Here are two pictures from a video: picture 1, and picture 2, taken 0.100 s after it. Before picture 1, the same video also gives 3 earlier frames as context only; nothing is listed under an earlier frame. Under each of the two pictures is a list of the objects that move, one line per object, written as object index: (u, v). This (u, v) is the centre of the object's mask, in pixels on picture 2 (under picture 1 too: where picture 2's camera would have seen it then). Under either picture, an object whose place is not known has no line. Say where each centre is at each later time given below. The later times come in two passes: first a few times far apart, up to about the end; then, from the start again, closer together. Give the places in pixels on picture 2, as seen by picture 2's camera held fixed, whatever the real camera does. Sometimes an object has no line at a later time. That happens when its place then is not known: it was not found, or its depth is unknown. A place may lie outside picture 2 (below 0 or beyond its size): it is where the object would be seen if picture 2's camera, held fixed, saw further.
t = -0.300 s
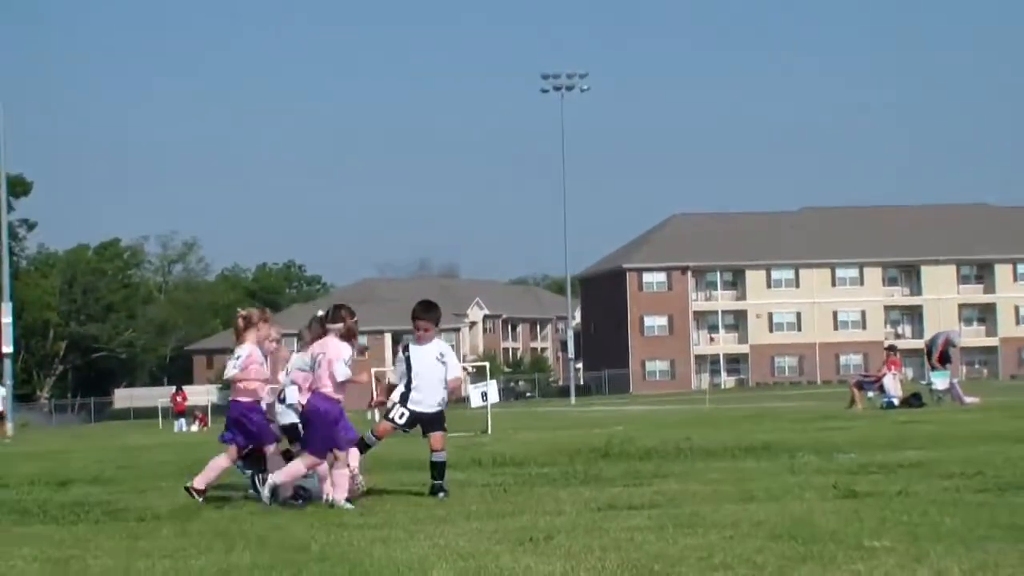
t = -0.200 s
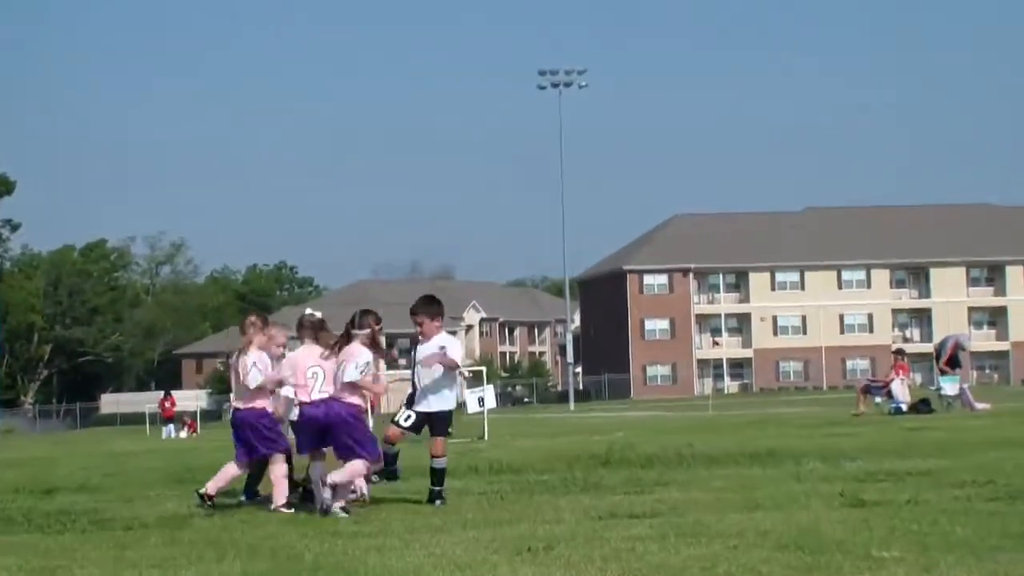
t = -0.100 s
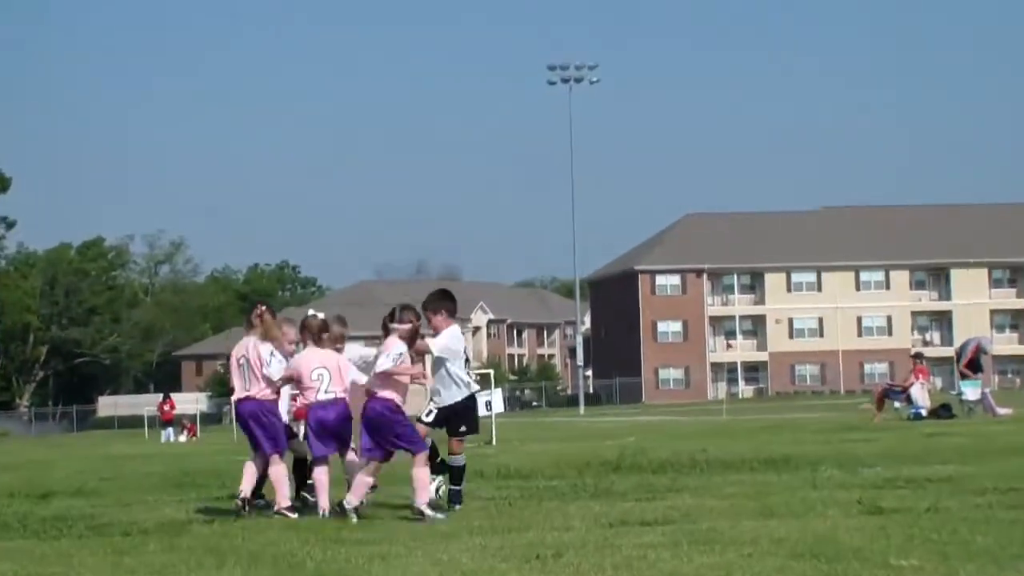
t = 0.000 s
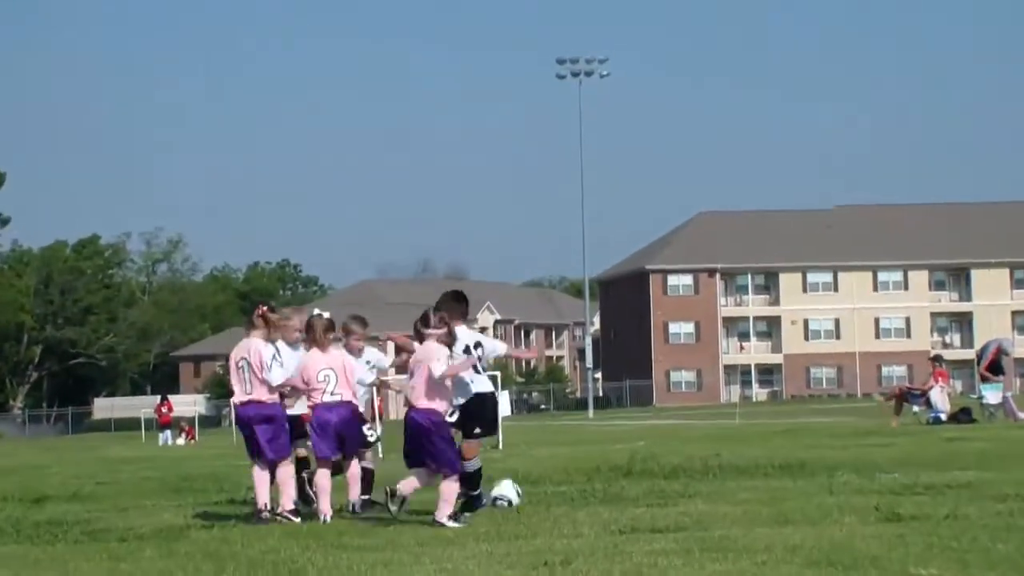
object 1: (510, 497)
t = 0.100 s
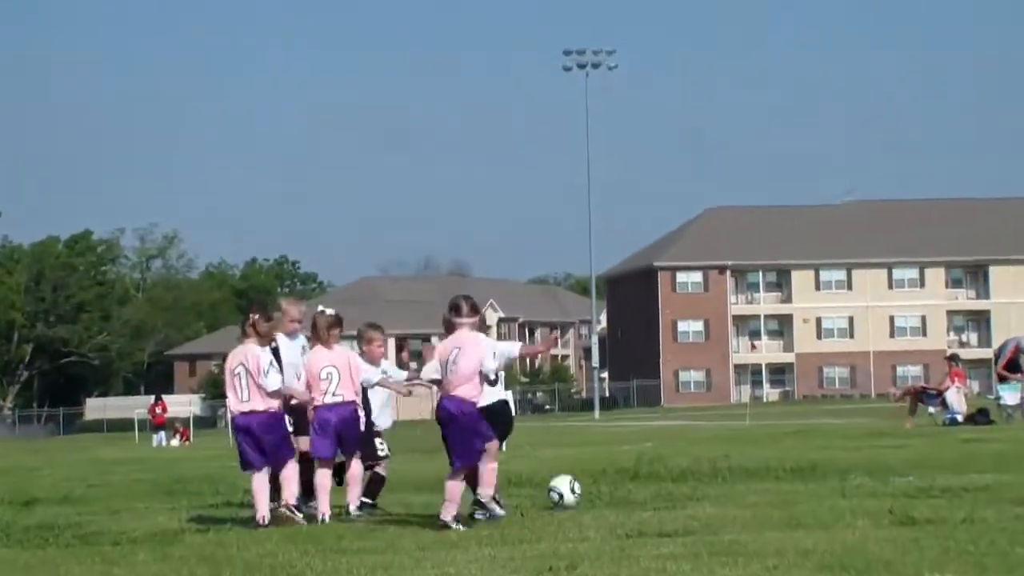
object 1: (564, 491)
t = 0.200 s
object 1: (618, 494)
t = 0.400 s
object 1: (719, 492)
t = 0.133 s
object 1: (583, 492)
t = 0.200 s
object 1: (618, 494)
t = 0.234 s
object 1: (635, 491)
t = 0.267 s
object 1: (652, 490)
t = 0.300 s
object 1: (669, 490)
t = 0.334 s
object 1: (686, 491)
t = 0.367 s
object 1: (703, 492)
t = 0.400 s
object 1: (719, 492)
